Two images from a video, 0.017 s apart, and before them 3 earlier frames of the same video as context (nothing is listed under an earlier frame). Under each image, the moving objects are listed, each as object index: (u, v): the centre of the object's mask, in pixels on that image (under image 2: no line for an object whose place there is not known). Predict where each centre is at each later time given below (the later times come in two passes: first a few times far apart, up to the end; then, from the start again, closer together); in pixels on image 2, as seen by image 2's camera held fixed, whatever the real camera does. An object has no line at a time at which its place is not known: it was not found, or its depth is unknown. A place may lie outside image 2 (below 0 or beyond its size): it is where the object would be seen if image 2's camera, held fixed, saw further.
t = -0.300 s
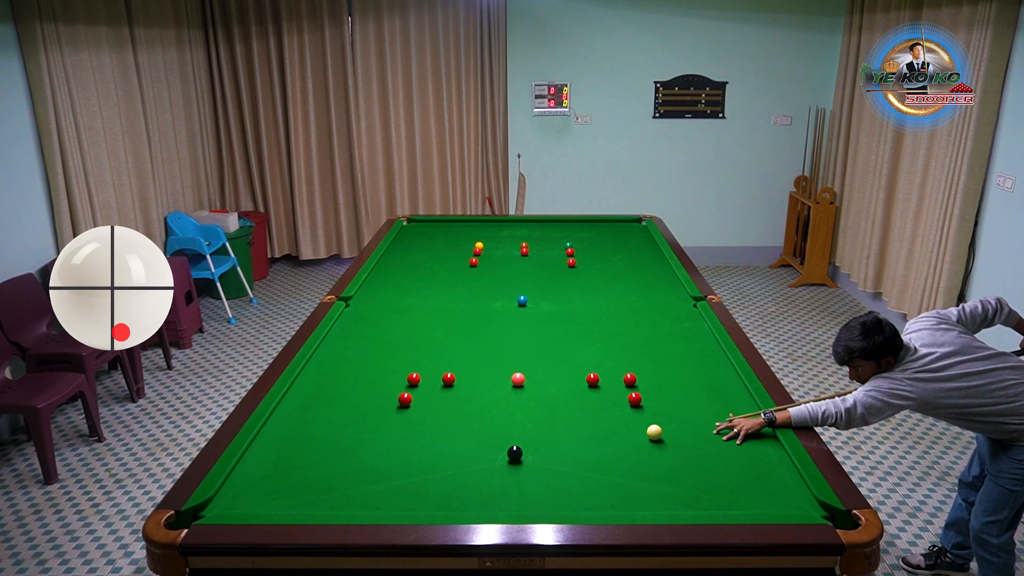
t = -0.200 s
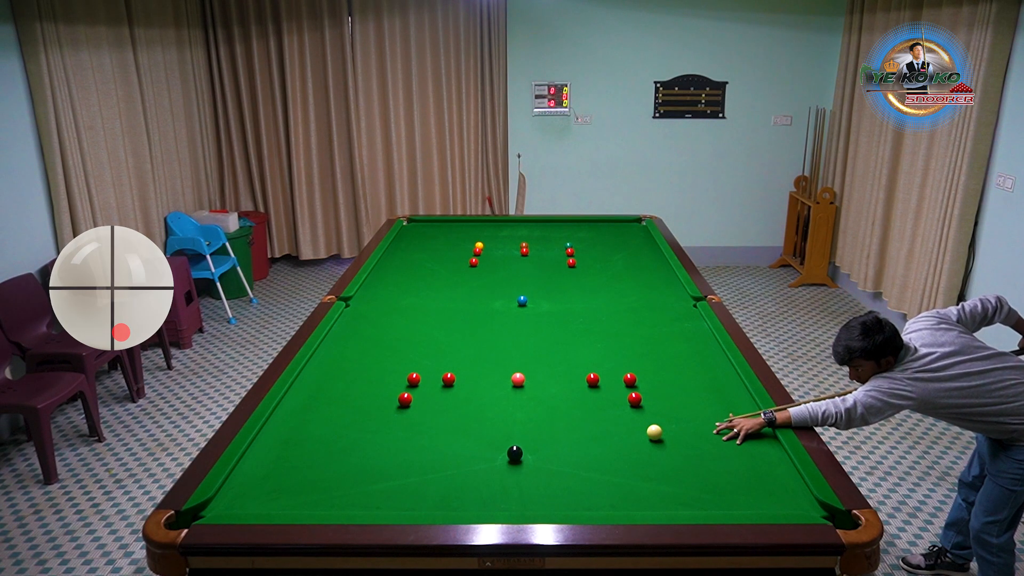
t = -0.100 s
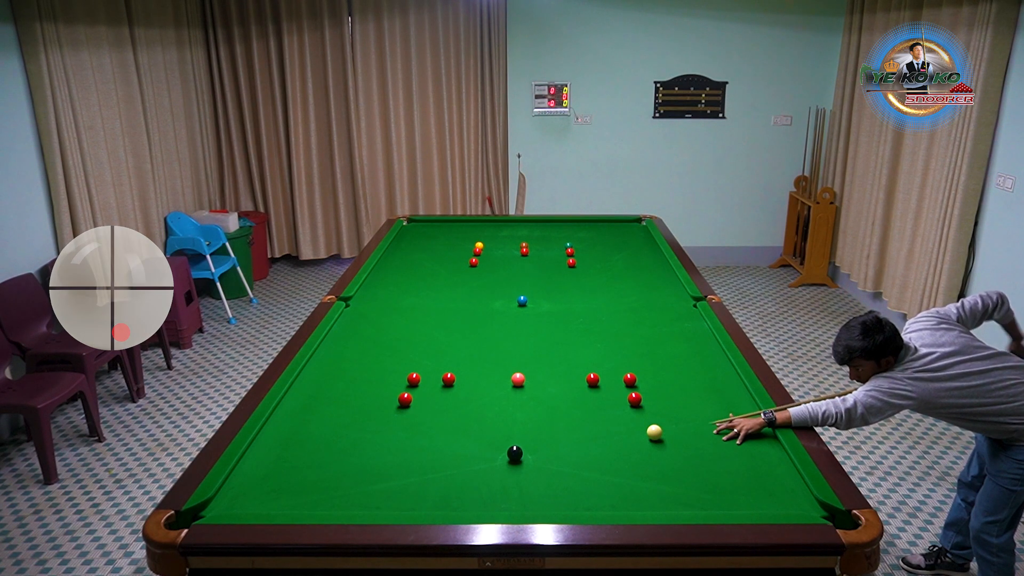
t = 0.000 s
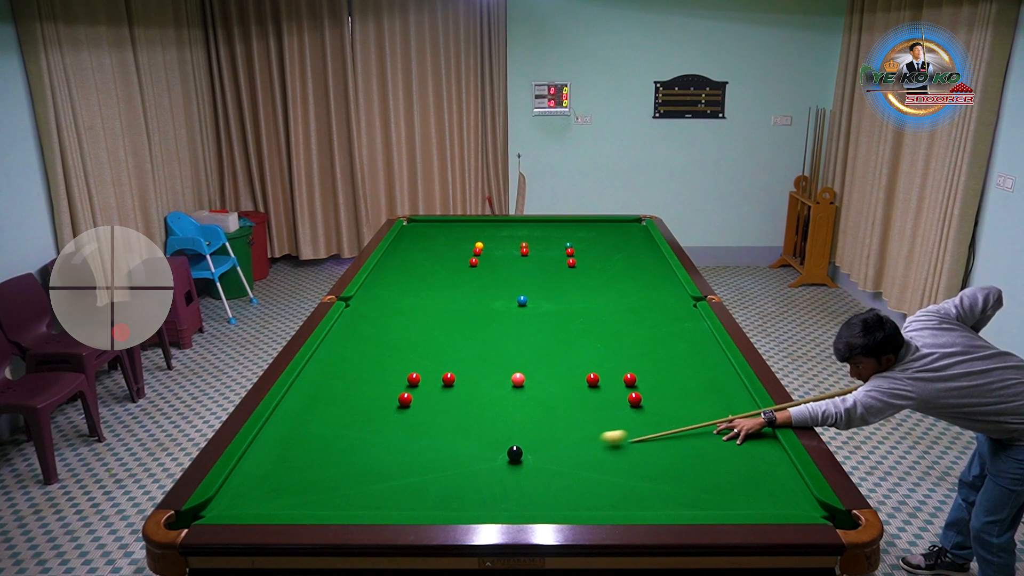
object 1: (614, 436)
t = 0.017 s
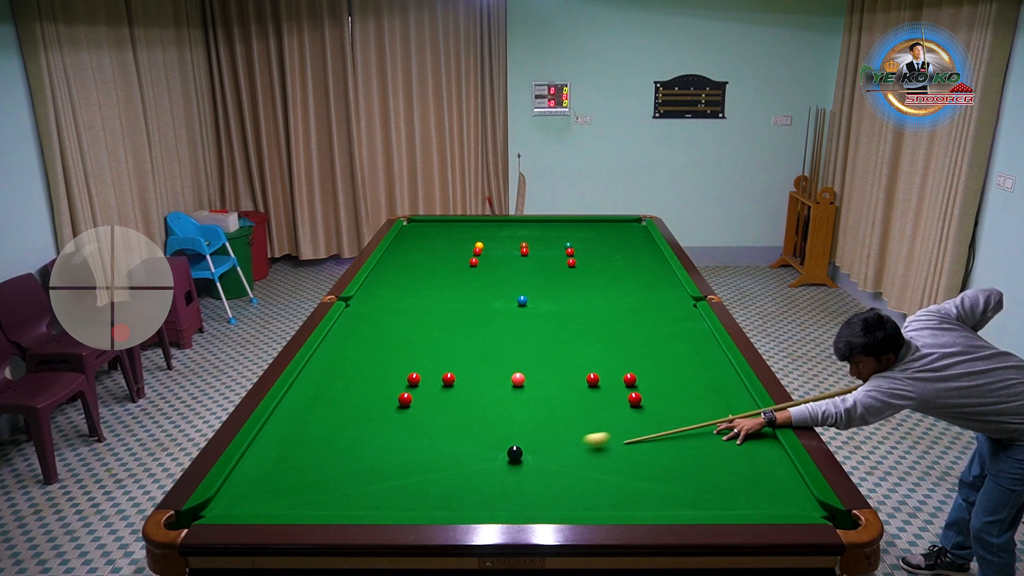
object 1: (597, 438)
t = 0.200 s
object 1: (529, 444)
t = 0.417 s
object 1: (557, 431)
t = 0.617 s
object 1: (585, 420)
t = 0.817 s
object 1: (611, 410)
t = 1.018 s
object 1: (631, 405)
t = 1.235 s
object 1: (641, 405)
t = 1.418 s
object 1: (649, 405)
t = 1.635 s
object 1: (663, 406)
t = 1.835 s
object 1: (672, 406)
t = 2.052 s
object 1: (677, 406)
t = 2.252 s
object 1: (677, 406)
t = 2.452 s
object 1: (677, 406)
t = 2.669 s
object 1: (677, 406)
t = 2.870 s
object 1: (677, 406)
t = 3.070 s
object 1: (677, 406)
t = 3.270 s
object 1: (677, 406)
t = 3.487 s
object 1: (677, 406)
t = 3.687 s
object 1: (677, 406)
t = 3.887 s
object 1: (677, 406)
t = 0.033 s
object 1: (579, 441)
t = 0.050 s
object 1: (563, 443)
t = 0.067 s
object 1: (546, 445)
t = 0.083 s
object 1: (531, 448)
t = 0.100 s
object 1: (529, 449)
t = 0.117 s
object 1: (528, 448)
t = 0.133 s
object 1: (528, 447)
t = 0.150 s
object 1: (528, 446)
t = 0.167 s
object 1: (528, 445)
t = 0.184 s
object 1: (529, 444)
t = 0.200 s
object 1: (529, 444)
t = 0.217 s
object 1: (530, 443)
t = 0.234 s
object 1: (532, 442)
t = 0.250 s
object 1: (533, 441)
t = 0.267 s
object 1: (535, 440)
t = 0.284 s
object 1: (537, 439)
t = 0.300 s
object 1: (539, 438)
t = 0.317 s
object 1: (541, 437)
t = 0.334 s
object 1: (544, 436)
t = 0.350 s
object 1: (546, 435)
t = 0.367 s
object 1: (549, 434)
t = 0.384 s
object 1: (552, 433)
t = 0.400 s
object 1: (554, 432)
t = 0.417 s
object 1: (557, 431)
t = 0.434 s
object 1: (559, 430)
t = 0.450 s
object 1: (561, 429)
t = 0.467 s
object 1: (564, 428)
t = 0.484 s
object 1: (566, 427)
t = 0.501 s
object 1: (569, 426)
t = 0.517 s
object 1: (571, 426)
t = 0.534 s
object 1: (573, 425)
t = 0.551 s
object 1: (576, 424)
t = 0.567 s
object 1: (578, 423)
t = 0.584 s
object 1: (581, 422)
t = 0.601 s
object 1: (583, 421)
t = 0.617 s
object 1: (585, 420)
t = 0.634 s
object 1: (587, 419)
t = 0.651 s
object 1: (590, 419)
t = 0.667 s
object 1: (592, 418)
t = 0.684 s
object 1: (594, 417)
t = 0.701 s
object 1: (596, 416)
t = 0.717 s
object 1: (598, 415)
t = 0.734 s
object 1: (600, 414)
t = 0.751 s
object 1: (603, 414)
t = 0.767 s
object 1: (605, 413)
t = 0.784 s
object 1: (607, 412)
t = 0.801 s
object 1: (609, 411)
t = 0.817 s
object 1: (611, 410)
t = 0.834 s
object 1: (613, 409)
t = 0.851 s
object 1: (615, 409)
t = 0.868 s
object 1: (617, 408)
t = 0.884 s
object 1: (619, 407)
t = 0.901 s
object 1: (621, 406)
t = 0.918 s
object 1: (623, 406)
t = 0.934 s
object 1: (625, 405)
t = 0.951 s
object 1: (627, 404)
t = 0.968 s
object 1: (628, 404)
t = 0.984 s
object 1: (629, 404)
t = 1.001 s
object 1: (630, 405)
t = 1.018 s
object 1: (631, 405)
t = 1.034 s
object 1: (631, 405)
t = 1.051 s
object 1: (632, 405)
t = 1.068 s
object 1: (633, 405)
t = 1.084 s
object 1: (634, 405)
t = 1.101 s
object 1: (635, 405)
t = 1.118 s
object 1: (636, 405)
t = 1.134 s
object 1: (637, 405)
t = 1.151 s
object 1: (637, 405)
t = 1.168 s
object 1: (638, 405)
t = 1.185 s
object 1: (639, 405)
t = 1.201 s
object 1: (640, 405)
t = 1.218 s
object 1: (640, 405)
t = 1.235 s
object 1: (641, 405)
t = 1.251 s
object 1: (642, 405)
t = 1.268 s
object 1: (643, 405)
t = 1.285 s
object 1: (644, 405)
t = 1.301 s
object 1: (644, 405)
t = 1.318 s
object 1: (645, 405)
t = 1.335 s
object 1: (646, 405)
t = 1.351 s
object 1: (647, 405)
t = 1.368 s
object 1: (647, 405)
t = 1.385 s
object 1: (648, 405)
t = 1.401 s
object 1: (649, 405)
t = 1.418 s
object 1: (649, 405)
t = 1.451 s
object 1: (651, 405)
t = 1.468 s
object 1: (652, 405)
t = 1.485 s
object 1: (653, 405)
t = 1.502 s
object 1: (654, 405)
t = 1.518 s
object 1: (656, 405)
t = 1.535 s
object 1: (657, 405)
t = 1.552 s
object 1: (658, 405)
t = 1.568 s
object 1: (659, 405)
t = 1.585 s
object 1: (660, 406)
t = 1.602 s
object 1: (661, 406)
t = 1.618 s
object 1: (662, 406)
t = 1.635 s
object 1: (663, 406)
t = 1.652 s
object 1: (664, 406)
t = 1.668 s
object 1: (665, 406)
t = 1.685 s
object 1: (666, 406)
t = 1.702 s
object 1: (667, 406)
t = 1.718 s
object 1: (667, 406)
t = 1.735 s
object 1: (668, 406)
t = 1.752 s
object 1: (669, 406)
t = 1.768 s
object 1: (670, 406)
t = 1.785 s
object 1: (670, 406)
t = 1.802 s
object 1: (671, 406)
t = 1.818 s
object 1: (671, 406)
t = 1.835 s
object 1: (672, 406)
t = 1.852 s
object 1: (673, 406)
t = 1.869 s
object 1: (673, 406)
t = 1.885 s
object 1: (674, 406)
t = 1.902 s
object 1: (674, 406)
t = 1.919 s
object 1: (675, 406)
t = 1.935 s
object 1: (675, 406)
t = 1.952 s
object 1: (675, 406)
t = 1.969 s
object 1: (675, 406)
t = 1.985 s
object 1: (676, 406)
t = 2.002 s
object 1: (676, 406)
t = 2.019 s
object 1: (676, 406)
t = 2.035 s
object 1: (677, 406)
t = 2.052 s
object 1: (677, 406)
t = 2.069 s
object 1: (677, 406)
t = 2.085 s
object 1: (677, 406)
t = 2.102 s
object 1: (677, 406)
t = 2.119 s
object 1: (677, 406)
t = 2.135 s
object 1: (677, 406)
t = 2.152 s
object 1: (677, 406)
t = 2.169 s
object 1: (677, 406)
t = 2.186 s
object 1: (677, 406)
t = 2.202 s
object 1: (677, 406)
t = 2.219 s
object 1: (677, 406)
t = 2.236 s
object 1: (677, 406)
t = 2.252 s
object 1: (677, 406)
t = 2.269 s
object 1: (677, 406)
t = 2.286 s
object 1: (677, 406)
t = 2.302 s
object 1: (677, 406)
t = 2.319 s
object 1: (677, 406)
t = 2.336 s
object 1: (677, 406)
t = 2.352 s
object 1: (677, 406)
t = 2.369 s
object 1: (677, 406)
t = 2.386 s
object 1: (677, 406)
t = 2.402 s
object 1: (677, 406)
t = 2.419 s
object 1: (677, 406)
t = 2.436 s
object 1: (677, 406)
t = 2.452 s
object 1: (677, 406)
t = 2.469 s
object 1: (677, 406)
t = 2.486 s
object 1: (677, 406)
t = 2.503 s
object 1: (677, 406)
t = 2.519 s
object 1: (677, 406)
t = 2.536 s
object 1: (677, 406)
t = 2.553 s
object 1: (677, 406)
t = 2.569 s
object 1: (675, 407)
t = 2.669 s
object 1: (677, 406)
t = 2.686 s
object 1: (677, 406)
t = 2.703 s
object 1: (677, 406)
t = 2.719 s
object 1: (677, 406)
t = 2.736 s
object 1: (677, 406)
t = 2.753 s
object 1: (677, 406)
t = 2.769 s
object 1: (677, 406)
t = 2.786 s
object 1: (677, 406)
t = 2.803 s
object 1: (677, 406)
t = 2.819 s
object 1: (677, 406)
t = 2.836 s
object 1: (677, 406)
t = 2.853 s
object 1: (677, 406)
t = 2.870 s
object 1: (677, 406)
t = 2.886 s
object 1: (677, 406)
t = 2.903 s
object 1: (677, 406)
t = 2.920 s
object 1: (677, 406)
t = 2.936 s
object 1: (677, 406)
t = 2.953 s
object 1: (677, 406)
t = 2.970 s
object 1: (677, 406)
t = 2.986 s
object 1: (677, 406)
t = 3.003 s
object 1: (677, 406)
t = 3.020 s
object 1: (677, 406)
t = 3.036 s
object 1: (677, 406)
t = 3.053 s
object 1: (677, 406)
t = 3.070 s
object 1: (677, 406)
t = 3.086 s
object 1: (677, 406)
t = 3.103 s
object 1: (677, 406)
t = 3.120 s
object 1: (677, 406)
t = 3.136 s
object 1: (677, 406)
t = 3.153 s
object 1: (677, 406)
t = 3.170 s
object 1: (677, 406)
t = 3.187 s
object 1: (677, 406)
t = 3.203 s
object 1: (677, 406)
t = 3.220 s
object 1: (677, 406)
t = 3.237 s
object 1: (677, 406)
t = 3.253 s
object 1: (677, 406)
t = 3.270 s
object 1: (677, 406)
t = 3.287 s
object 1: (677, 406)
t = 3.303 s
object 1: (677, 406)
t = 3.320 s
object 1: (677, 406)
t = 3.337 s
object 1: (677, 406)
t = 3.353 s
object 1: (677, 406)
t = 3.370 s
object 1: (677, 406)
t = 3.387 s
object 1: (677, 406)
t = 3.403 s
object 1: (677, 406)
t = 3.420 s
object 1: (677, 406)
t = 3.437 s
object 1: (677, 406)
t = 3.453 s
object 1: (677, 406)
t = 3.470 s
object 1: (677, 406)
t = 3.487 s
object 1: (677, 406)
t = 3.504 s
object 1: (677, 406)
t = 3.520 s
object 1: (677, 406)
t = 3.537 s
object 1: (677, 406)
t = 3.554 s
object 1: (677, 406)
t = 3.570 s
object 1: (677, 406)
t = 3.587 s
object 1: (677, 406)
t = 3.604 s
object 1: (677, 406)
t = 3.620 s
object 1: (677, 406)
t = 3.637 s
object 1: (677, 406)
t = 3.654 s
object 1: (677, 406)
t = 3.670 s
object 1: (677, 406)
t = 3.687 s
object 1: (677, 406)
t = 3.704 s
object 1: (677, 406)
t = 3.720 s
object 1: (677, 406)
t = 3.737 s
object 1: (677, 406)
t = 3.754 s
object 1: (677, 406)
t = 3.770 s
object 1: (677, 406)
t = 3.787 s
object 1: (677, 406)
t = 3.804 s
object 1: (677, 406)
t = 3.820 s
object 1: (677, 406)
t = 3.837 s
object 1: (677, 406)
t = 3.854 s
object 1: (677, 406)
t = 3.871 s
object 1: (677, 406)
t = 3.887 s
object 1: (677, 406)
